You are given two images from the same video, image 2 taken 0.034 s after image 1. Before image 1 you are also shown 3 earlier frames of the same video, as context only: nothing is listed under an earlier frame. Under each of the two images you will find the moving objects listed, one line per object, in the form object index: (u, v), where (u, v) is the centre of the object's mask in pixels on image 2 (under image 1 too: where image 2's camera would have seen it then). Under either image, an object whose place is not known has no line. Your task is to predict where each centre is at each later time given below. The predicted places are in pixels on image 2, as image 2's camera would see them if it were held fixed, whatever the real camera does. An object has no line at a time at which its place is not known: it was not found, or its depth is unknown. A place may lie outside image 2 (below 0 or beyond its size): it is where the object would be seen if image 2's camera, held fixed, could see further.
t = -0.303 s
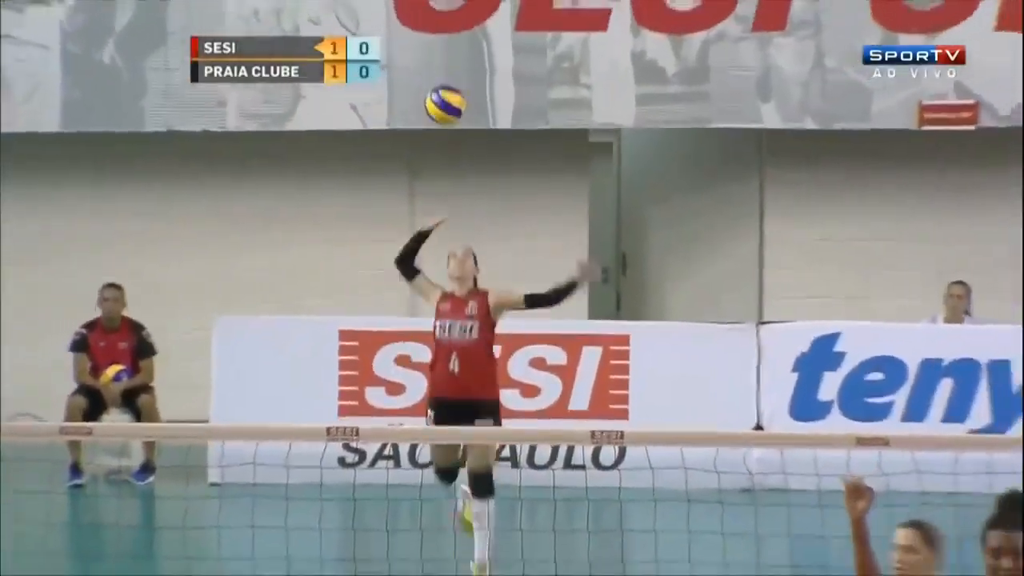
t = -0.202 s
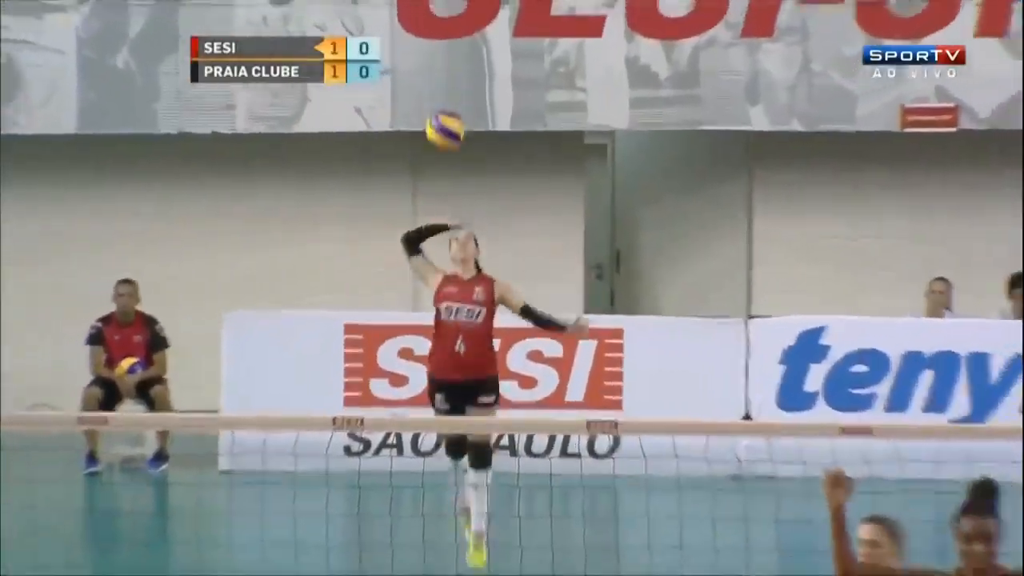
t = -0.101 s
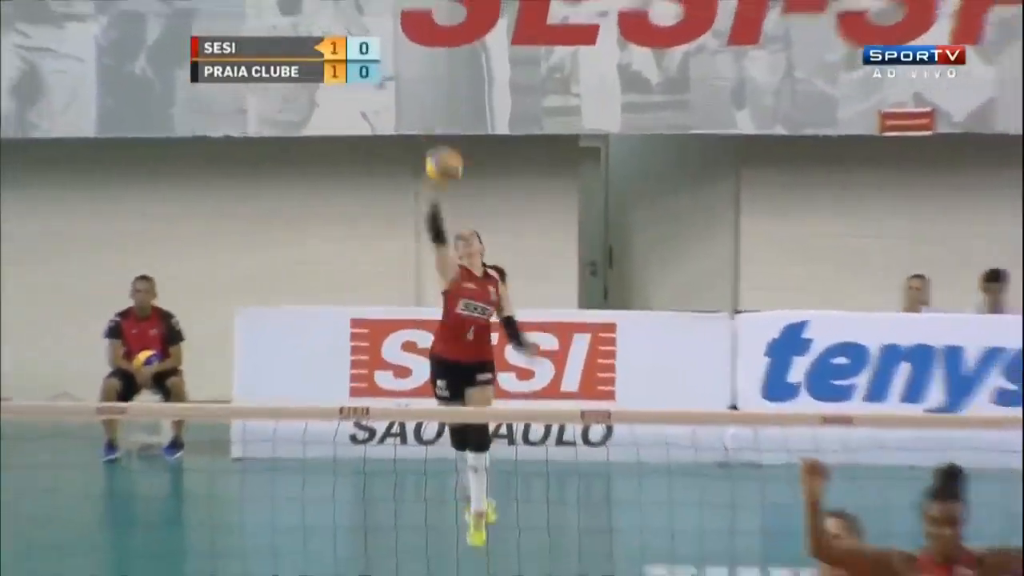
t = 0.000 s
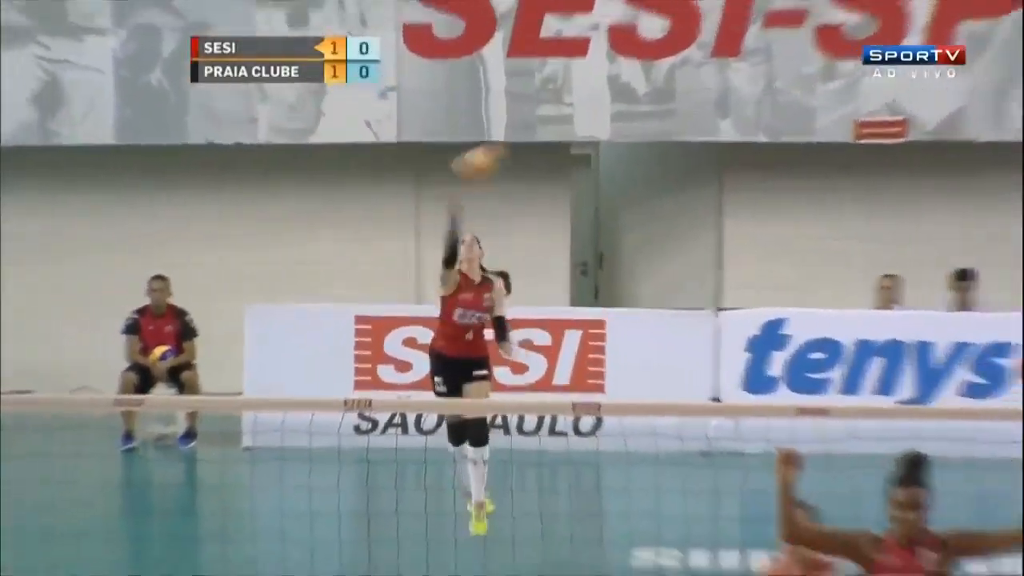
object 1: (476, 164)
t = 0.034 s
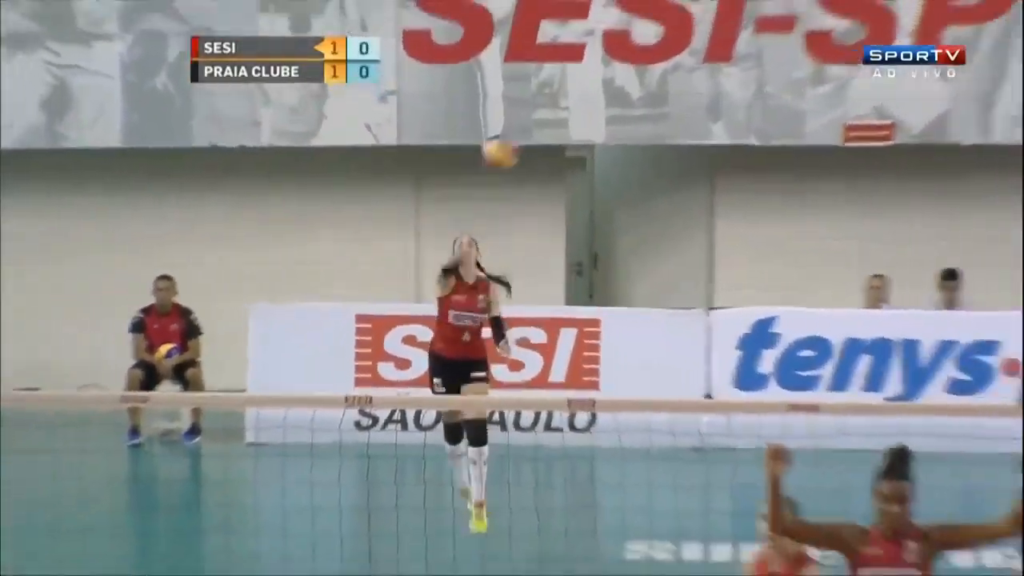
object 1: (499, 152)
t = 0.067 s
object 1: (522, 143)
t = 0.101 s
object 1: (537, 135)
